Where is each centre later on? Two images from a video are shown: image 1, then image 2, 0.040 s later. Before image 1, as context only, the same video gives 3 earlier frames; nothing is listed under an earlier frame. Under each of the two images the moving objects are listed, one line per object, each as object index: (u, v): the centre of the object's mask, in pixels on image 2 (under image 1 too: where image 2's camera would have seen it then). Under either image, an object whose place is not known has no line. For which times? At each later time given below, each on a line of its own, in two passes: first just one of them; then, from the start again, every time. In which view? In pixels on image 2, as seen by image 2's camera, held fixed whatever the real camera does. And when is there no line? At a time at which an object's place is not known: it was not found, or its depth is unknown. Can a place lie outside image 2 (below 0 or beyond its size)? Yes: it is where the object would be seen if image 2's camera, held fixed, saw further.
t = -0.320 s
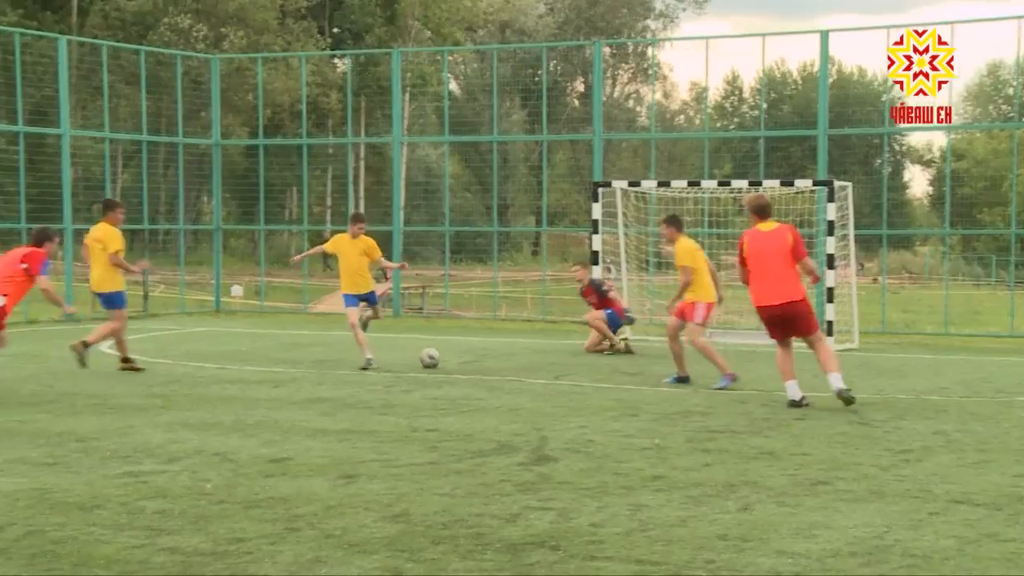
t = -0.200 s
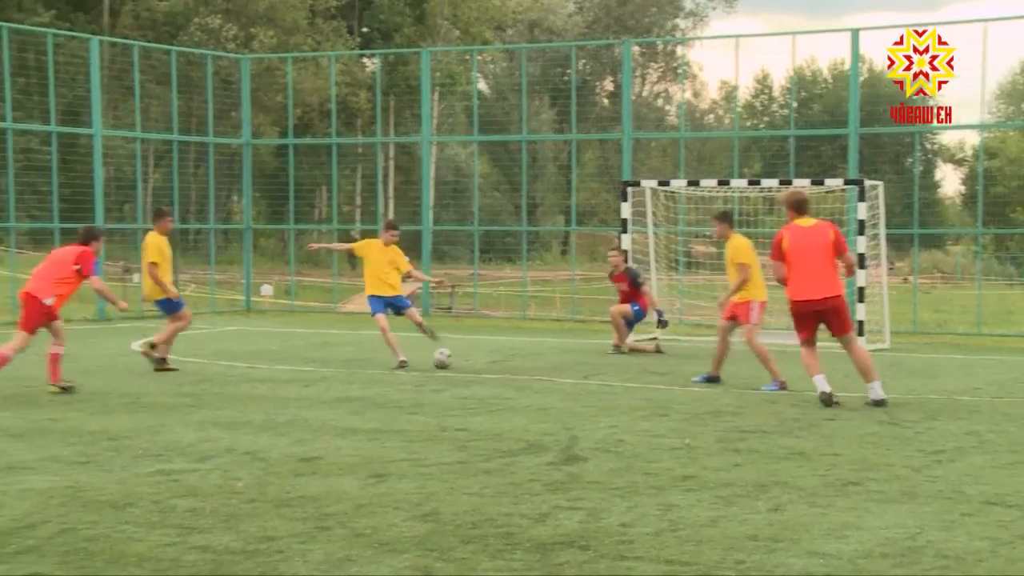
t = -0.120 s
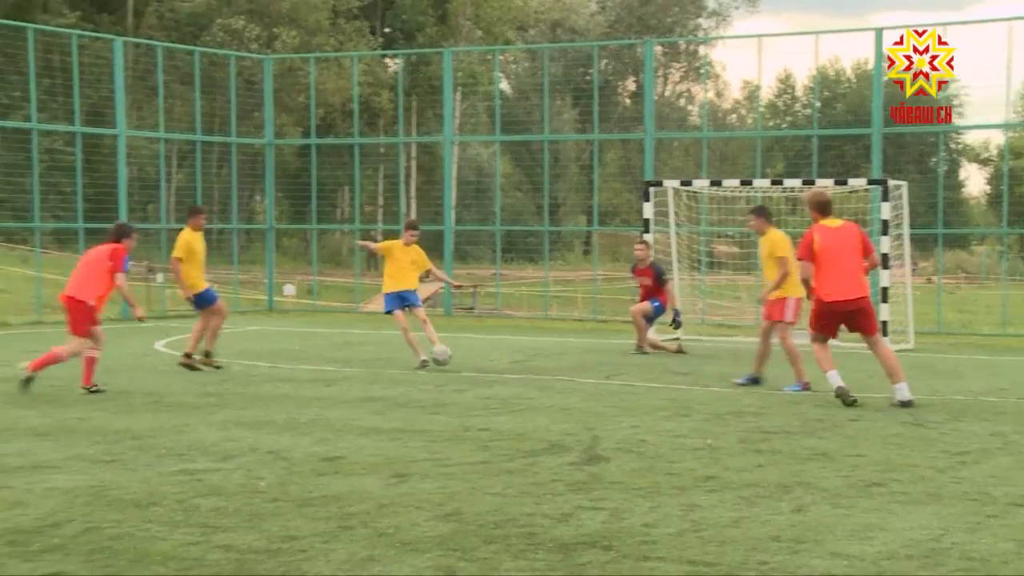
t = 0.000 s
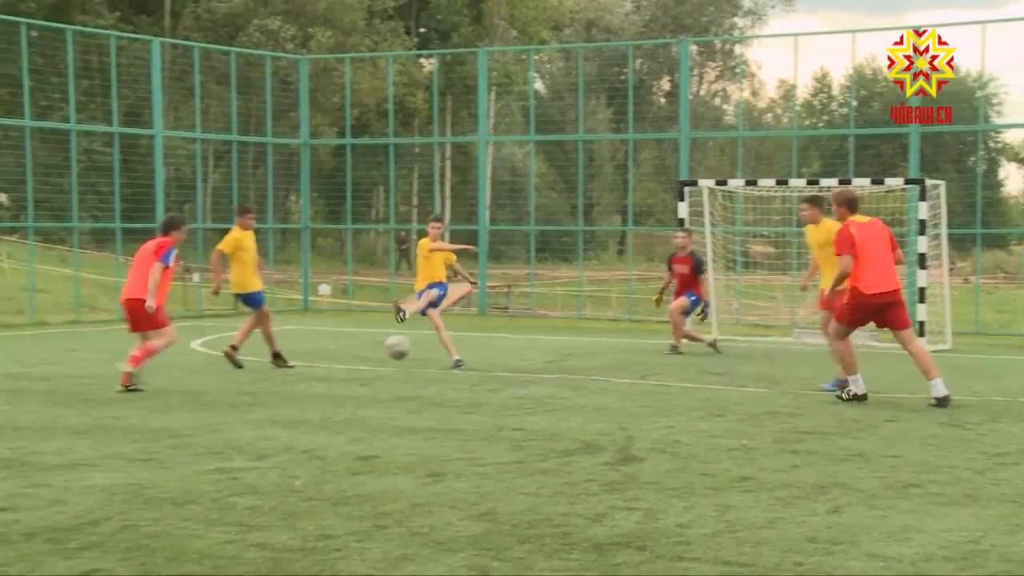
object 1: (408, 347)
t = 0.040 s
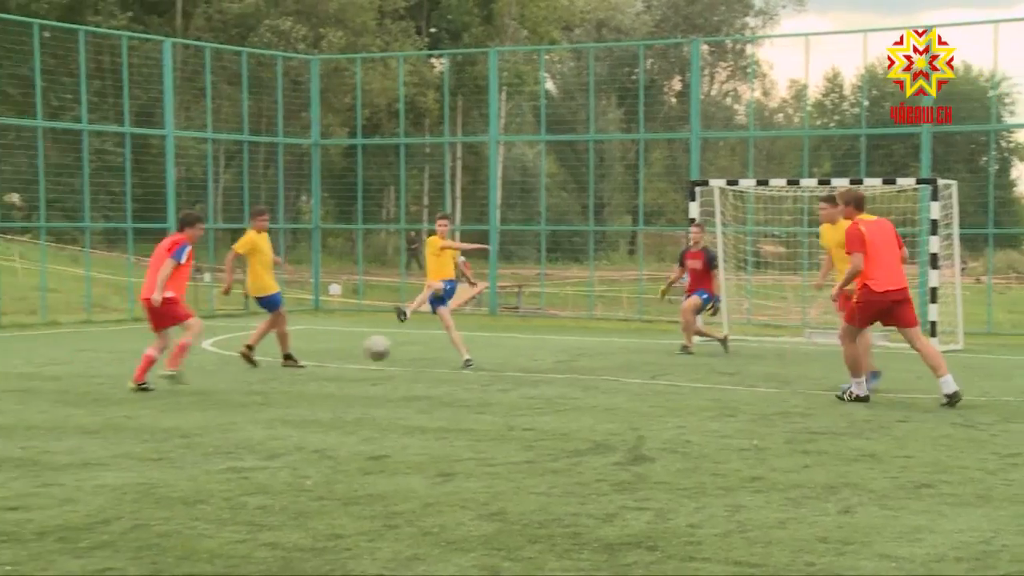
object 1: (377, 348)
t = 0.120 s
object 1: (308, 354)
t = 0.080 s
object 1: (344, 350)
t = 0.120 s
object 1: (308, 354)
